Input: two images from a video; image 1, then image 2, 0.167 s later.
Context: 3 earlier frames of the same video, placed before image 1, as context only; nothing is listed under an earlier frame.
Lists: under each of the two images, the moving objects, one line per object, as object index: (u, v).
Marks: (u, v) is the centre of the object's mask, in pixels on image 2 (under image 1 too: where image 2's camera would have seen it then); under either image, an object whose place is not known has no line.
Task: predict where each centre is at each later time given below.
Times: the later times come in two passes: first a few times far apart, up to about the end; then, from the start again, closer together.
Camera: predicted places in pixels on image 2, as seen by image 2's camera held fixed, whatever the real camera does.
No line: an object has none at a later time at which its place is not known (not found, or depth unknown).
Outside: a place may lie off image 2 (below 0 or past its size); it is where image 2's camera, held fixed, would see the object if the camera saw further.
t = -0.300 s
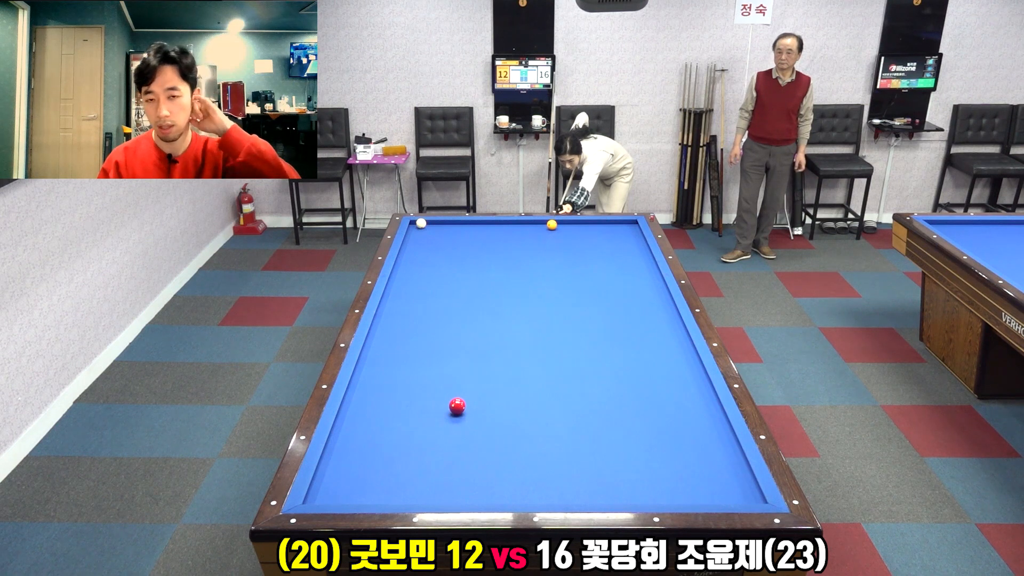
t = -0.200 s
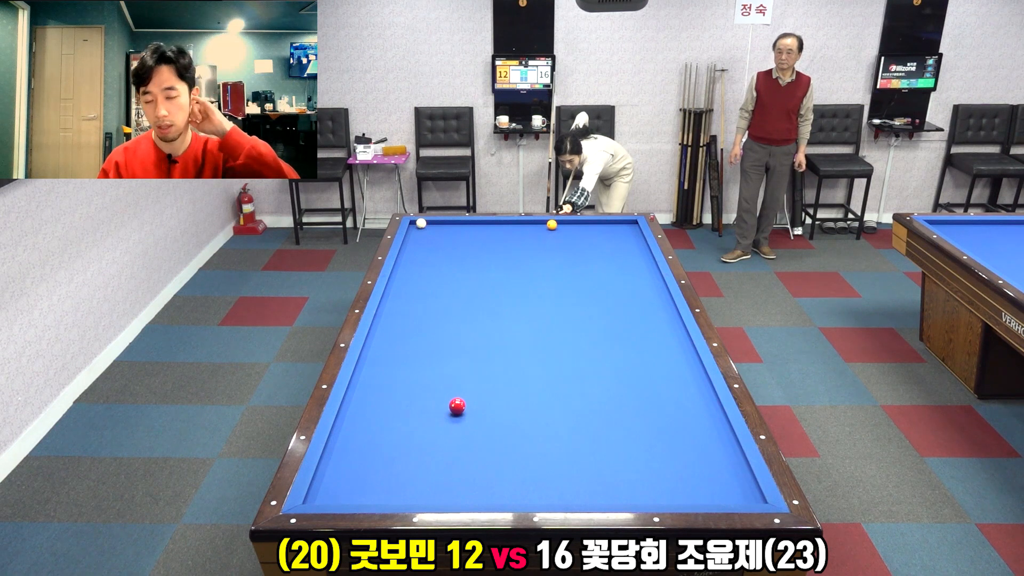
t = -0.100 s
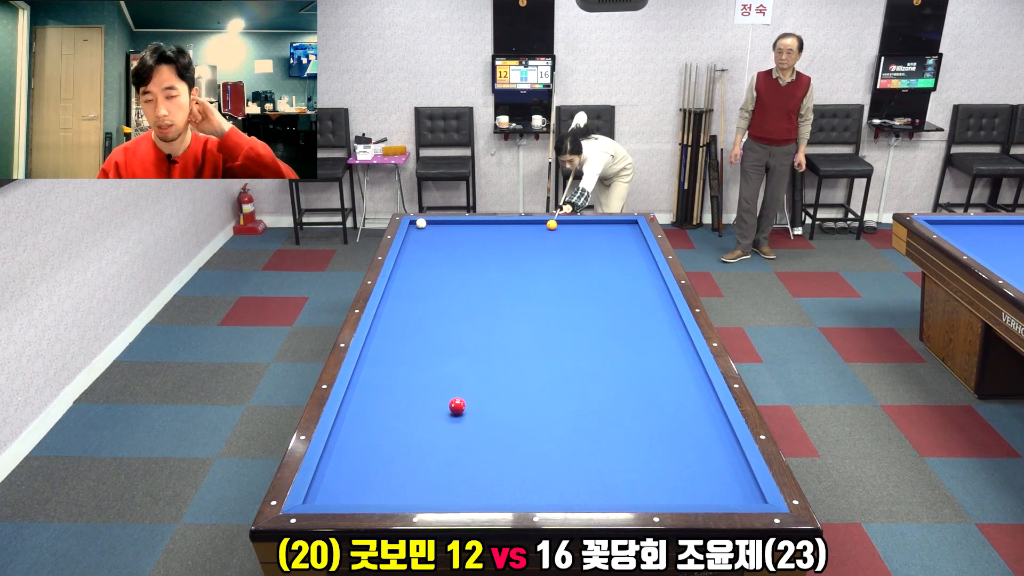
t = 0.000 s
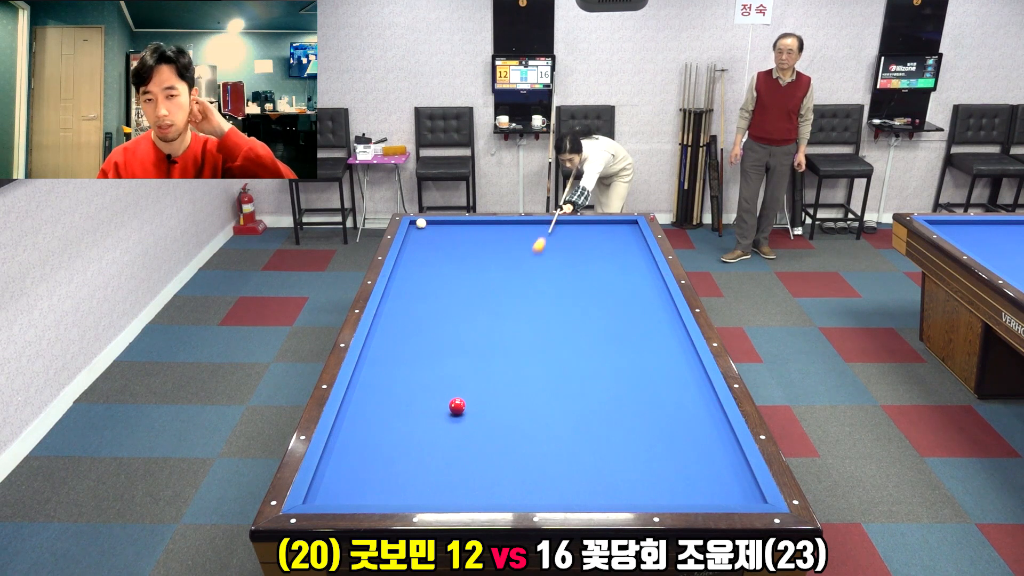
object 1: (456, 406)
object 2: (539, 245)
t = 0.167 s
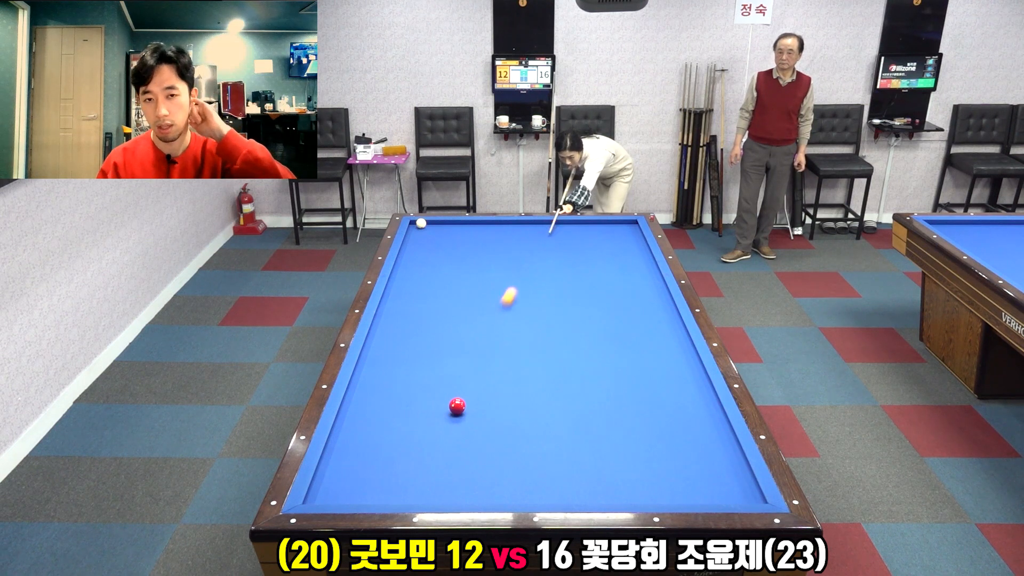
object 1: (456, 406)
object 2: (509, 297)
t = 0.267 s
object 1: (457, 406)
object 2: (487, 335)
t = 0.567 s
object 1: (509, 472)
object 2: (352, 429)
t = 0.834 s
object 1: (559, 441)
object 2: (422, 495)
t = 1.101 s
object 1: (584, 391)
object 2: (526, 447)
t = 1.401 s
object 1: (607, 347)
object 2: (617, 407)
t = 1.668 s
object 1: (623, 316)
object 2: (687, 376)
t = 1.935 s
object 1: (637, 289)
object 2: (650, 349)
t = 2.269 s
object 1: (649, 261)
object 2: (592, 319)
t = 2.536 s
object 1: (632, 244)
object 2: (553, 299)
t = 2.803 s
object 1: (616, 229)
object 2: (518, 280)
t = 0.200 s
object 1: (456, 406)
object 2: (502, 309)
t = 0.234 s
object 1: (457, 406)
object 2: (494, 321)
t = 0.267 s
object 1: (457, 406)
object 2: (487, 335)
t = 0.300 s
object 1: (457, 406)
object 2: (479, 349)
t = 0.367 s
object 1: (457, 406)
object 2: (461, 380)
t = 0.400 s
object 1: (458, 406)
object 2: (450, 394)
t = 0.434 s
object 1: (466, 416)
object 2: (432, 403)
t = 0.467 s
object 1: (476, 429)
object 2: (413, 409)
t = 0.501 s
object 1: (487, 443)
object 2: (393, 415)
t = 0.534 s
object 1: (498, 457)
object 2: (373, 422)
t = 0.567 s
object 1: (509, 472)
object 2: (352, 429)
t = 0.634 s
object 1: (532, 495)
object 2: (351, 444)
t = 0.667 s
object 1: (537, 486)
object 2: (364, 451)
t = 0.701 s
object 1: (542, 476)
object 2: (376, 459)
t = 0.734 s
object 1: (547, 465)
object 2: (388, 467)
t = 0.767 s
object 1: (551, 456)
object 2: (399, 477)
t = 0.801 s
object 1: (555, 448)
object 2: (411, 486)
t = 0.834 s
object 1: (559, 441)
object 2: (422, 495)
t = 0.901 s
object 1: (566, 427)
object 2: (451, 485)
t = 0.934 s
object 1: (569, 421)
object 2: (464, 477)
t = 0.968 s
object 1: (572, 415)
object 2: (478, 471)
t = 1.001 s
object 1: (575, 409)
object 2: (490, 464)
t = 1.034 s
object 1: (578, 403)
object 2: (503, 458)
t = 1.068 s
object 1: (581, 397)
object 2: (514, 452)
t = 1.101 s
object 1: (584, 391)
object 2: (526, 447)
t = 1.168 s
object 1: (589, 381)
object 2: (547, 438)
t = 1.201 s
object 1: (592, 376)
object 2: (558, 433)
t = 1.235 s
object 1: (595, 371)
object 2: (568, 428)
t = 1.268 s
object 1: (597, 366)
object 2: (578, 424)
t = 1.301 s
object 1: (600, 361)
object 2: (589, 419)
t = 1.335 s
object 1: (602, 357)
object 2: (598, 415)
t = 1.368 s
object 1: (604, 352)
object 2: (608, 411)
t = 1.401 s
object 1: (607, 347)
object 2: (617, 407)
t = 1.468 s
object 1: (611, 339)
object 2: (636, 399)
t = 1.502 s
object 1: (613, 335)
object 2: (645, 395)
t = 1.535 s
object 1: (615, 331)
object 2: (654, 391)
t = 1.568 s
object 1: (617, 327)
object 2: (662, 387)
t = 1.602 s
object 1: (619, 323)
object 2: (671, 384)
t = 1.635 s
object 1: (621, 319)
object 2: (679, 380)
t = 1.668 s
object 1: (623, 316)
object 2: (687, 376)
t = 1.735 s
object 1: (627, 309)
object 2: (696, 369)
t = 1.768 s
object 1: (629, 305)
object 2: (686, 366)
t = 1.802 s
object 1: (631, 301)
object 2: (678, 362)
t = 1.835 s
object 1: (632, 298)
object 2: (670, 359)
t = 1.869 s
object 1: (634, 295)
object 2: (663, 355)
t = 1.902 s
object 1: (636, 292)
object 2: (656, 352)
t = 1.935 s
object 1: (637, 289)
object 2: (650, 349)
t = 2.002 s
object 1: (641, 282)
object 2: (637, 342)
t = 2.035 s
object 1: (642, 279)
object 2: (631, 339)
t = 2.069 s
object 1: (644, 276)
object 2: (625, 336)
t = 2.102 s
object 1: (645, 274)
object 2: (620, 333)
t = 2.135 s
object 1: (647, 271)
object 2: (614, 330)
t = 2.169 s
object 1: (648, 268)
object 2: (608, 327)
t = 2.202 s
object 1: (650, 265)
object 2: (603, 324)
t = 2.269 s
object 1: (649, 261)
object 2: (592, 319)
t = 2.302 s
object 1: (646, 258)
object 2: (587, 316)
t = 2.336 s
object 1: (644, 256)
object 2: (581, 314)
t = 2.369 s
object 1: (642, 254)
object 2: (577, 311)
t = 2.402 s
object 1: (640, 252)
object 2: (572, 309)
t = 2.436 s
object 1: (637, 250)
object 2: (567, 306)
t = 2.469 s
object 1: (635, 248)
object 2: (562, 303)
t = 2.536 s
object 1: (632, 244)
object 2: (553, 299)
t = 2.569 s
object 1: (629, 242)
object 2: (548, 296)
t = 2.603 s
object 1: (627, 240)
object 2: (543, 294)
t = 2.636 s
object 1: (625, 238)
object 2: (539, 292)
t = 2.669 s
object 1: (623, 236)
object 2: (535, 289)
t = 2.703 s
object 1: (622, 234)
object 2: (530, 287)
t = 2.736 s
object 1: (620, 233)
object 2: (526, 285)
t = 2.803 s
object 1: (616, 229)
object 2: (518, 280)
